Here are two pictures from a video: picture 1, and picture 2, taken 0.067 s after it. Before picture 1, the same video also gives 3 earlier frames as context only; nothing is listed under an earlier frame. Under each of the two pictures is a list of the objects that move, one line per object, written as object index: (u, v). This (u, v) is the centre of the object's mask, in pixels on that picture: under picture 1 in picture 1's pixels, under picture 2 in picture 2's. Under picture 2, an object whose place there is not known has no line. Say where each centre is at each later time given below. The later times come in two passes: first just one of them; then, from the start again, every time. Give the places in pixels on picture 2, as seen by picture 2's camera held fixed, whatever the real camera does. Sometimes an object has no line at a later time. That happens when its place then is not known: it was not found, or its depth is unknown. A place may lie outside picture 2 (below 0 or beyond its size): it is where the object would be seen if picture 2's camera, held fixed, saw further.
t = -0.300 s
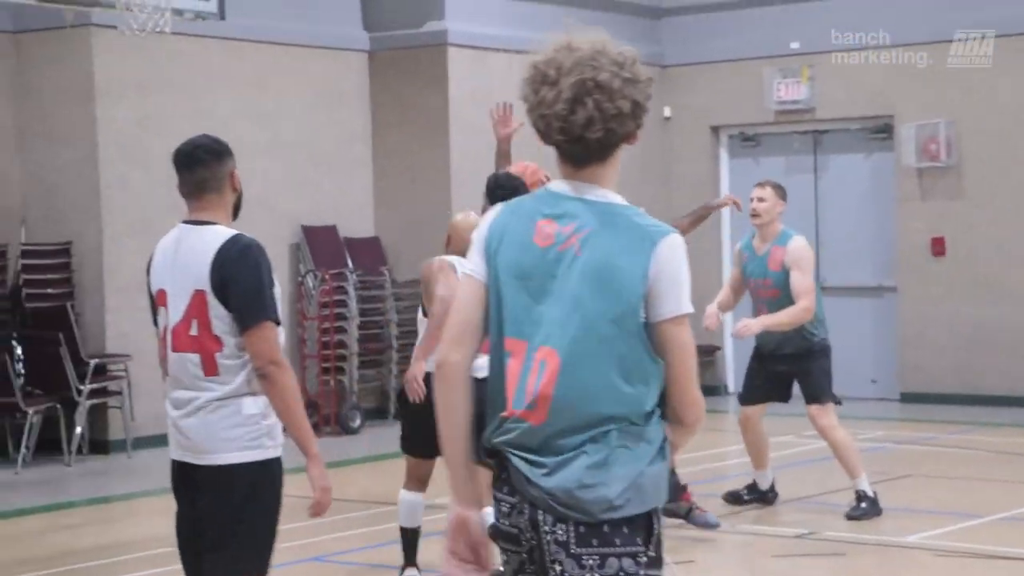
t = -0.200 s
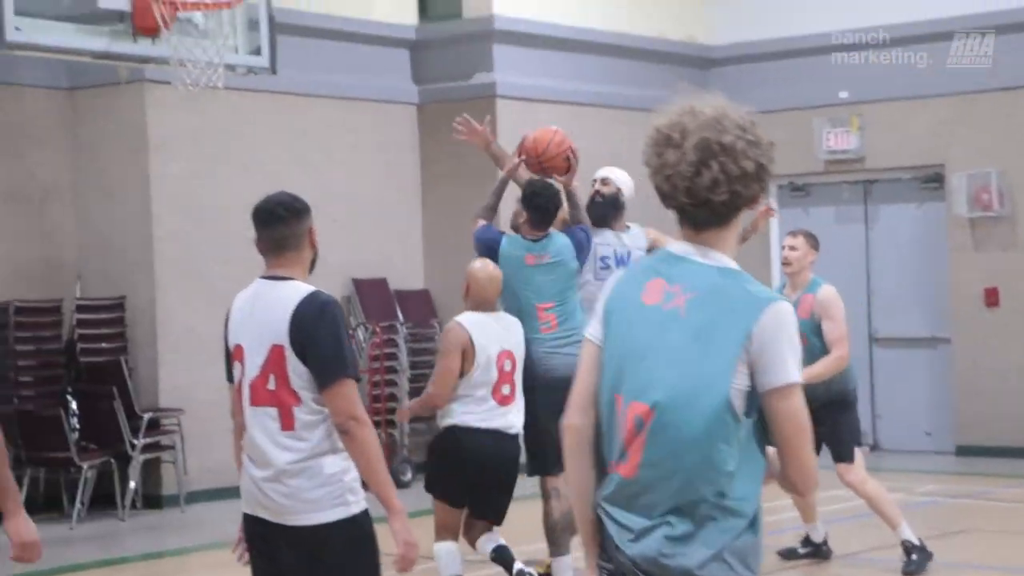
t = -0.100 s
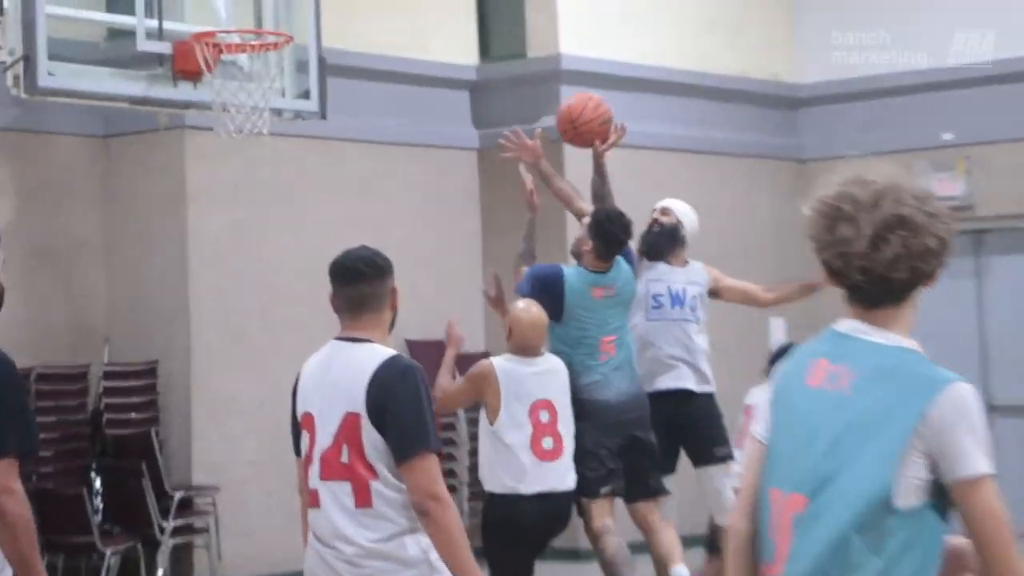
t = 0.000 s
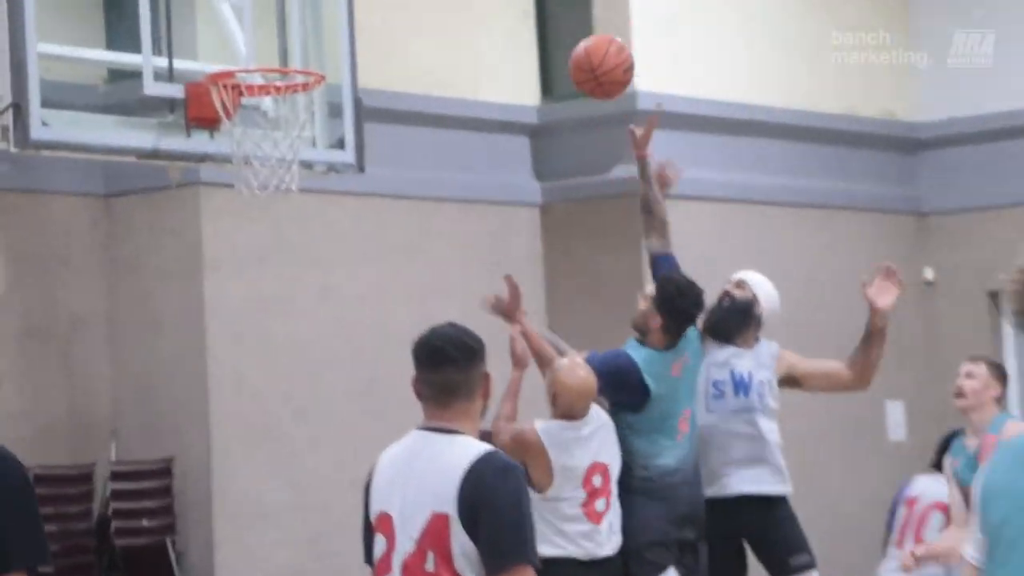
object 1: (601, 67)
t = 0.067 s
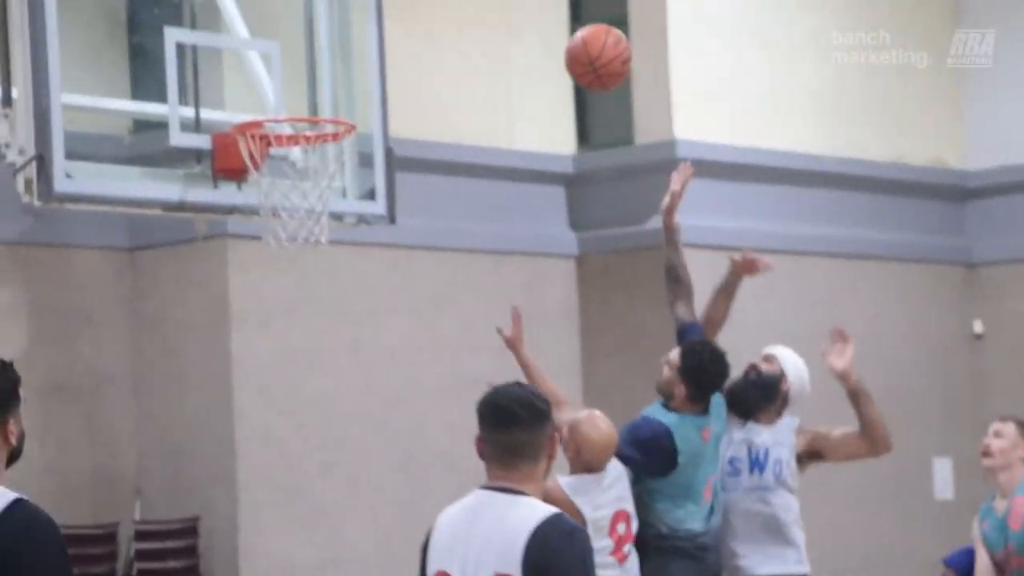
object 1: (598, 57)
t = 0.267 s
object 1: (479, -35)
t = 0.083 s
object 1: (588, 45)
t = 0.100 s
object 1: (578, 34)
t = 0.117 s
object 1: (568, 24)
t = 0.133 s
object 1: (558, 14)
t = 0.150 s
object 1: (548, 6)
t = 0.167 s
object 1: (537, -3)
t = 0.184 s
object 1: (527, -10)
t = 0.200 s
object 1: (518, -17)
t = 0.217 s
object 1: (508, -23)
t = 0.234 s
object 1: (498, -27)
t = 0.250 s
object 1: (489, -31)
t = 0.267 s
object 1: (479, -35)
